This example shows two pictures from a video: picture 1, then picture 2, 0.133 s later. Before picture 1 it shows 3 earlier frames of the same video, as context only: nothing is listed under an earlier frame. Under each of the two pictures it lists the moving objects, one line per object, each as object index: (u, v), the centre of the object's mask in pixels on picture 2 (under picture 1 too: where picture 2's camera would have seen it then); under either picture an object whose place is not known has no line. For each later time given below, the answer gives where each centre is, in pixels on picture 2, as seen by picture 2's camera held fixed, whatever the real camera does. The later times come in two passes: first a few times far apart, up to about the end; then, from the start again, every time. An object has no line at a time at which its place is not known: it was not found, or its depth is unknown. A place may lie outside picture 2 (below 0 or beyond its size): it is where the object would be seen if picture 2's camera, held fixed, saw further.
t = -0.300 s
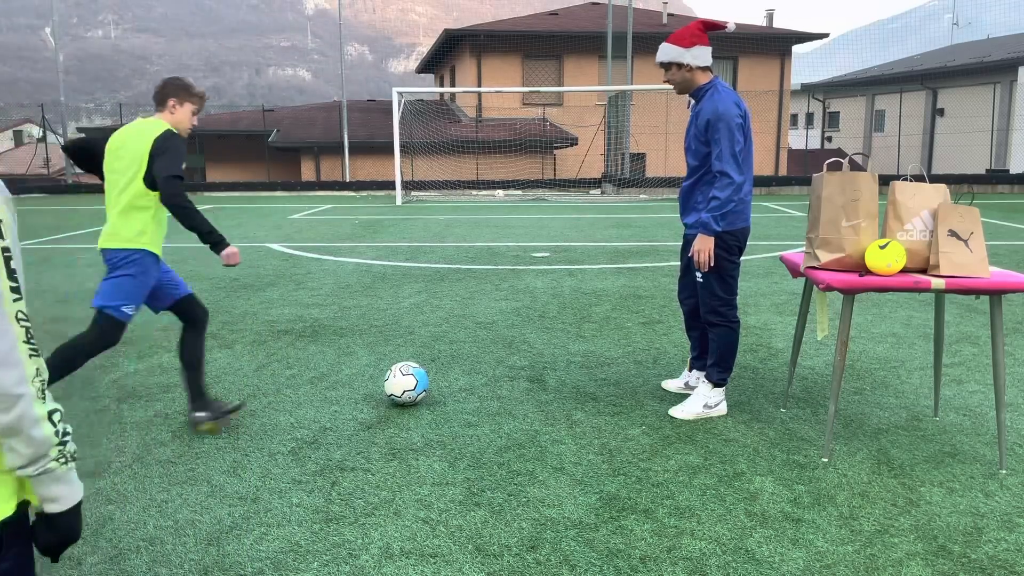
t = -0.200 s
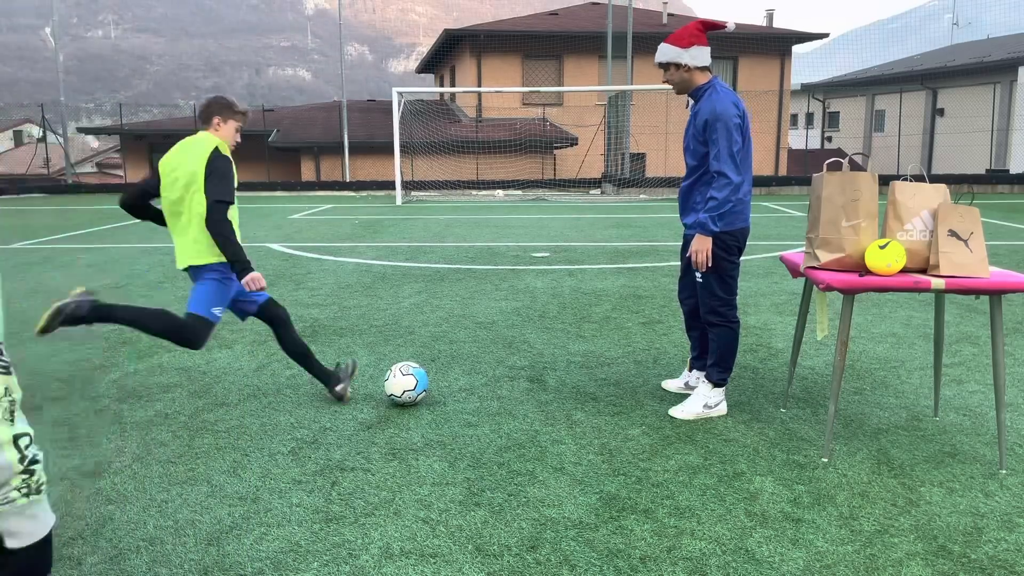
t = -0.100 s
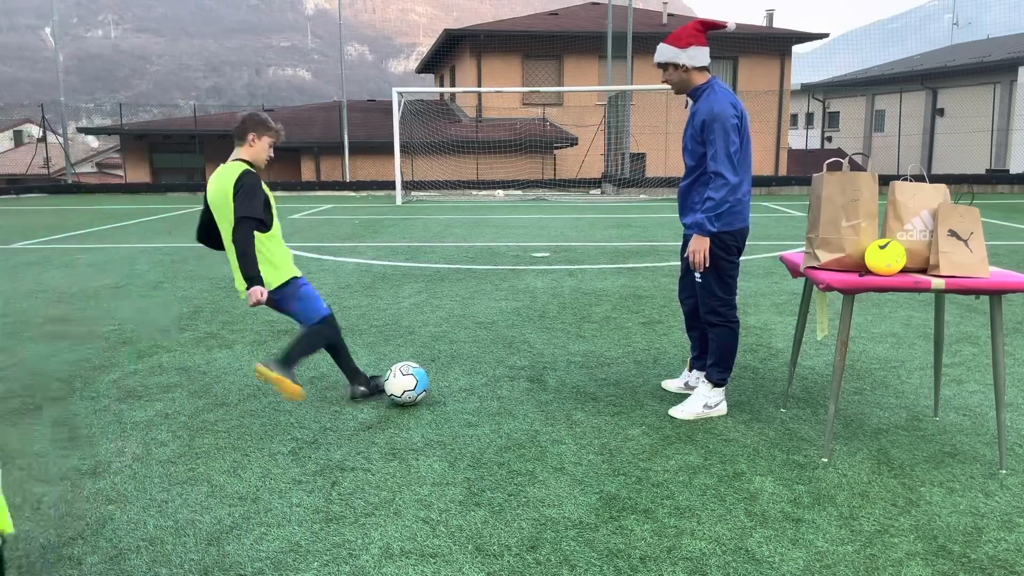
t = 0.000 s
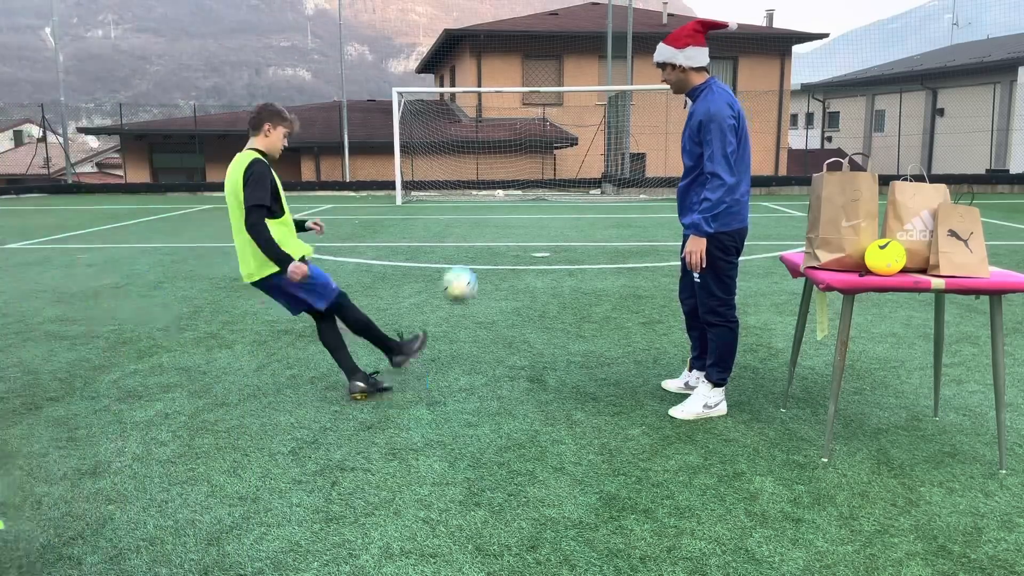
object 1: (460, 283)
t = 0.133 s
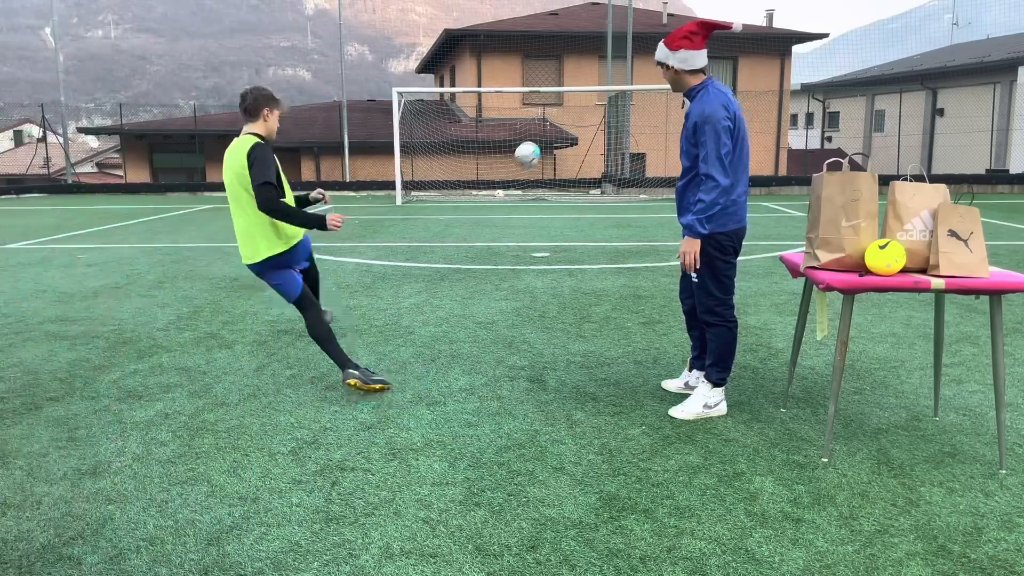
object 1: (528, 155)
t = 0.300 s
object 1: (565, 85)
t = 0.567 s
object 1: (586, 54)
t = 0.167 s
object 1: (538, 135)
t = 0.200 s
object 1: (547, 118)
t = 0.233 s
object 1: (554, 107)
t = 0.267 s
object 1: (560, 95)
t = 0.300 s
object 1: (565, 85)
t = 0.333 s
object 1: (570, 77)
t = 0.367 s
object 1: (573, 71)
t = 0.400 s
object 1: (577, 66)
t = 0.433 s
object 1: (579, 62)
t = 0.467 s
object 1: (581, 59)
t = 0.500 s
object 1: (583, 57)
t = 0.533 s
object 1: (585, 55)
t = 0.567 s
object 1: (586, 54)
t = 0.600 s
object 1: (587, 54)
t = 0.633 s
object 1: (587, 55)
